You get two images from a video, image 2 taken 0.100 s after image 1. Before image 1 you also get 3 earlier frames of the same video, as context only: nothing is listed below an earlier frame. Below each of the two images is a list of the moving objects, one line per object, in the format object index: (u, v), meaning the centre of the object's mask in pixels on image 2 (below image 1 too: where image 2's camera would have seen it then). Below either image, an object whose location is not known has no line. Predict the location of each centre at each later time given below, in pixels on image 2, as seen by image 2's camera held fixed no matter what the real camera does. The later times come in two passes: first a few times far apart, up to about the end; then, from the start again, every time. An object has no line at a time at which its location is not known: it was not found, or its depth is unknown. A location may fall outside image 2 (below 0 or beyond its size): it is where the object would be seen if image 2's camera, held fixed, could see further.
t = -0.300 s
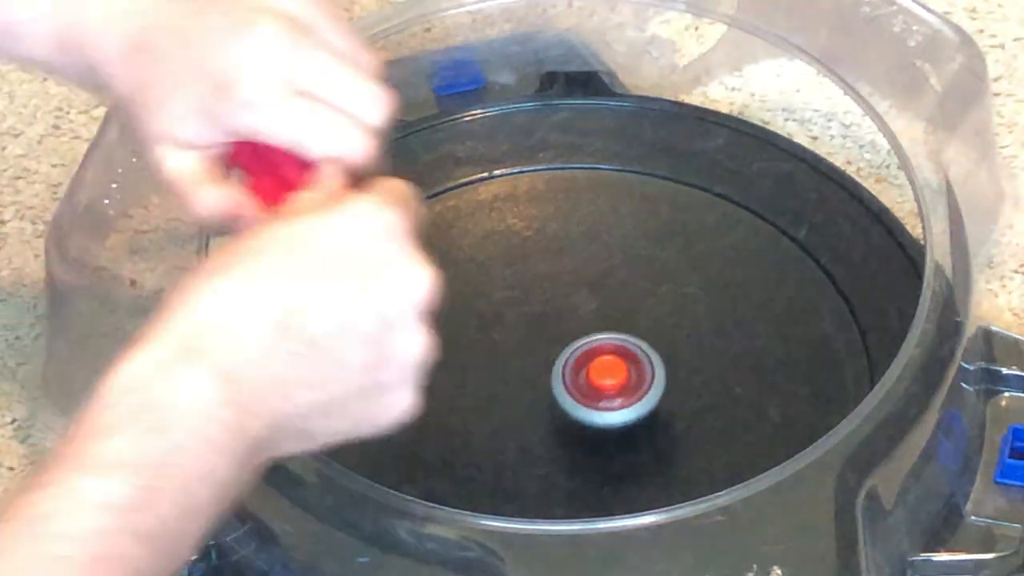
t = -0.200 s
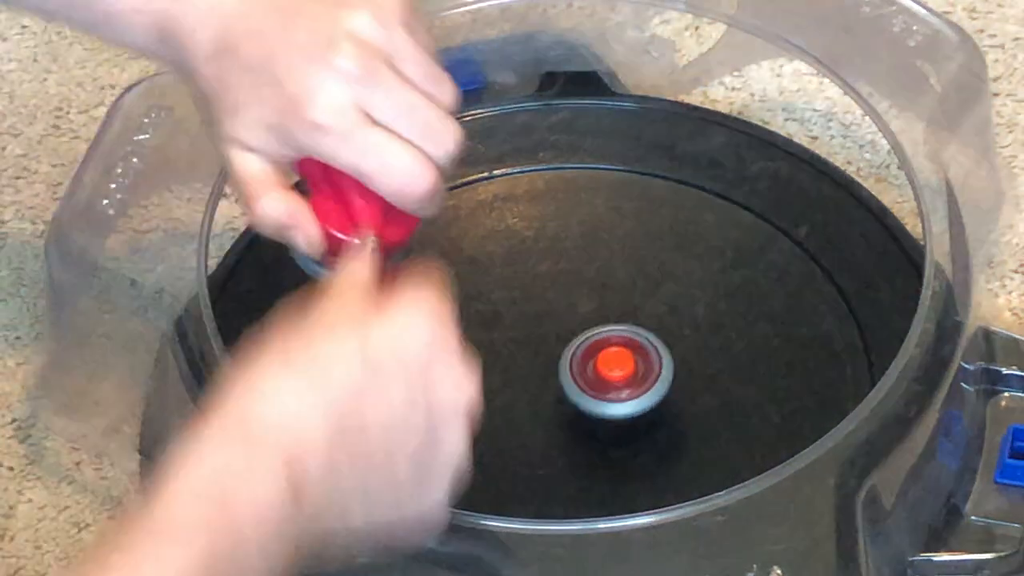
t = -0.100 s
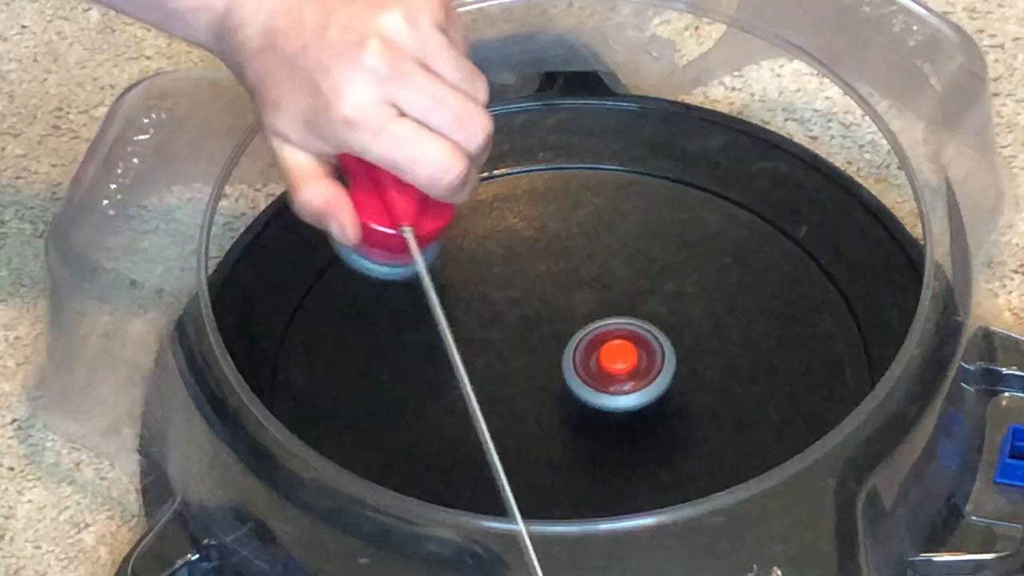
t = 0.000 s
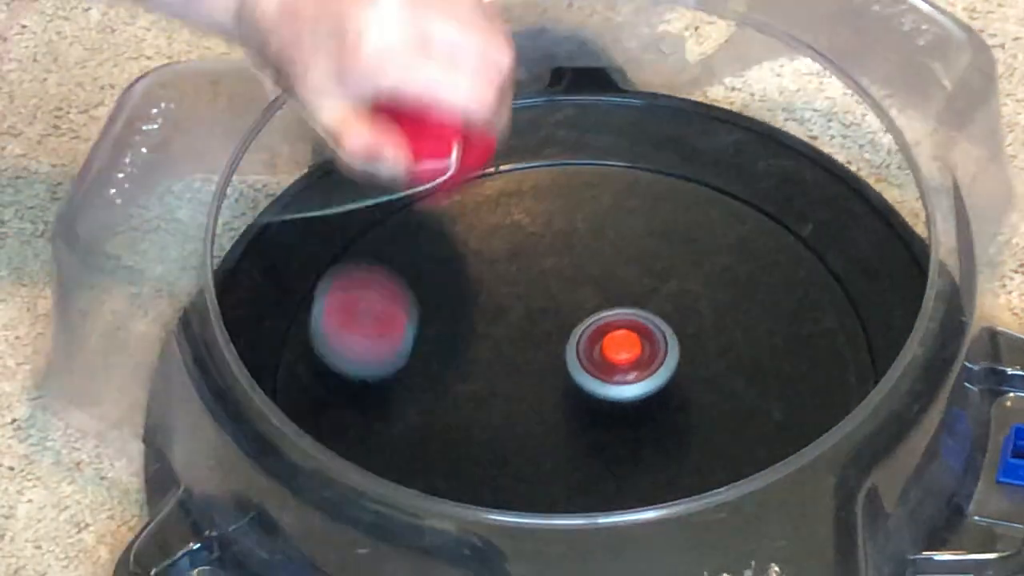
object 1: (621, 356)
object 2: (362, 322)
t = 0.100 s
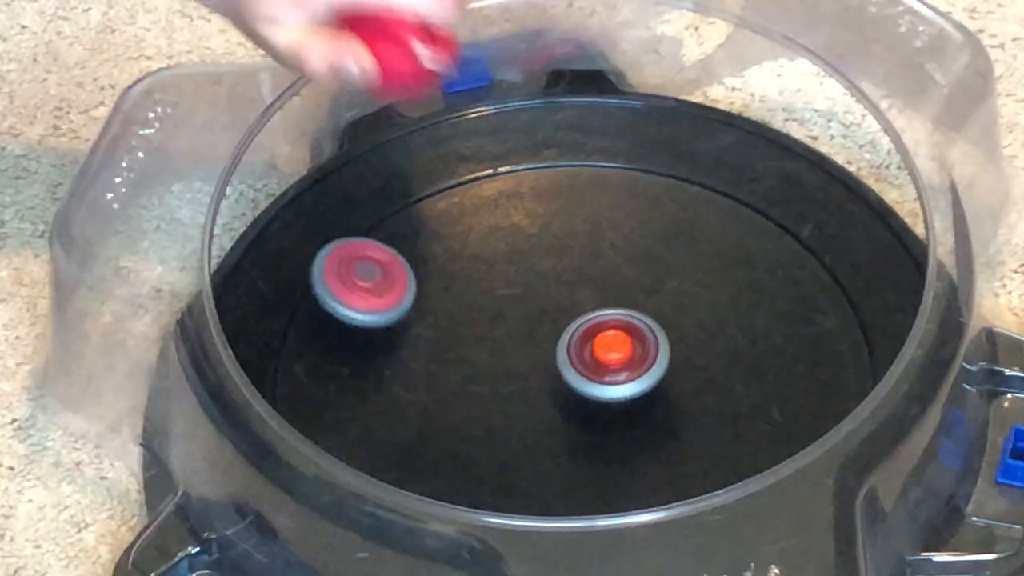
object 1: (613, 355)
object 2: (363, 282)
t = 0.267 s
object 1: (598, 362)
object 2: (350, 256)
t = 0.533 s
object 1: (586, 382)
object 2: (378, 288)
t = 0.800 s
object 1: (594, 397)
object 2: (460, 231)
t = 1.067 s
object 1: (614, 402)
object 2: (425, 283)
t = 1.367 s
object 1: (605, 386)
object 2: (735, 200)
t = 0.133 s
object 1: (610, 356)
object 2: (365, 281)
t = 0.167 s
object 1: (609, 358)
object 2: (363, 269)
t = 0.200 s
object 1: (604, 358)
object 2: (357, 259)
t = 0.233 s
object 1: (601, 360)
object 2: (347, 250)
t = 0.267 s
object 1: (598, 362)
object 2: (350, 256)
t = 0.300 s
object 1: (593, 364)
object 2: (356, 269)
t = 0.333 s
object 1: (590, 367)
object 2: (361, 279)
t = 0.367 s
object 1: (589, 370)
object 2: (365, 285)
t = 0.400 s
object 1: (588, 373)
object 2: (368, 288)
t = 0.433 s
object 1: (588, 375)
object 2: (369, 289)
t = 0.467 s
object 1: (587, 377)
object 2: (370, 290)
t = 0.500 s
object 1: (587, 379)
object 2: (372, 288)
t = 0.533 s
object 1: (586, 382)
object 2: (378, 288)
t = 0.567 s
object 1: (586, 383)
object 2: (385, 290)
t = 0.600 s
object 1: (586, 385)
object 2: (393, 290)
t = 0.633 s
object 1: (587, 388)
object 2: (406, 287)
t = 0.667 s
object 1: (589, 390)
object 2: (422, 281)
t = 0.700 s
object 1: (590, 391)
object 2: (435, 272)
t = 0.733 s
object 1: (592, 393)
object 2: (446, 261)
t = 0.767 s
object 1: (593, 395)
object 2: (455, 247)
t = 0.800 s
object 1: (594, 397)
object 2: (460, 231)
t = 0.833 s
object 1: (596, 398)
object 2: (459, 217)
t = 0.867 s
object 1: (598, 399)
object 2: (453, 203)
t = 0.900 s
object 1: (601, 401)
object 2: (441, 191)
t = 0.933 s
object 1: (603, 402)
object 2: (429, 196)
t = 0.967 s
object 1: (605, 402)
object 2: (421, 218)
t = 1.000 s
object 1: (608, 402)
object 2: (412, 239)
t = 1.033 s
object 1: (611, 402)
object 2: (412, 260)
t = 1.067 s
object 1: (614, 402)
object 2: (425, 283)
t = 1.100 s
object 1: (616, 400)
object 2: (453, 304)
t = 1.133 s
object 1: (618, 399)
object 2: (490, 319)
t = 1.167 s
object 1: (619, 397)
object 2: (533, 326)
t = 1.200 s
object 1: (620, 395)
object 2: (576, 321)
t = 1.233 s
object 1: (618, 393)
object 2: (624, 309)
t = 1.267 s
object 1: (616, 391)
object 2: (663, 294)
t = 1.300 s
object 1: (614, 389)
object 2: (696, 268)
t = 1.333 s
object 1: (610, 388)
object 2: (721, 235)
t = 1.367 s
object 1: (605, 386)
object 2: (735, 200)
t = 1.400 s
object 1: (599, 382)
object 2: (722, 176)
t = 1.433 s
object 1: (591, 380)
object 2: (698, 173)
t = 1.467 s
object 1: (582, 381)
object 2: (673, 172)
